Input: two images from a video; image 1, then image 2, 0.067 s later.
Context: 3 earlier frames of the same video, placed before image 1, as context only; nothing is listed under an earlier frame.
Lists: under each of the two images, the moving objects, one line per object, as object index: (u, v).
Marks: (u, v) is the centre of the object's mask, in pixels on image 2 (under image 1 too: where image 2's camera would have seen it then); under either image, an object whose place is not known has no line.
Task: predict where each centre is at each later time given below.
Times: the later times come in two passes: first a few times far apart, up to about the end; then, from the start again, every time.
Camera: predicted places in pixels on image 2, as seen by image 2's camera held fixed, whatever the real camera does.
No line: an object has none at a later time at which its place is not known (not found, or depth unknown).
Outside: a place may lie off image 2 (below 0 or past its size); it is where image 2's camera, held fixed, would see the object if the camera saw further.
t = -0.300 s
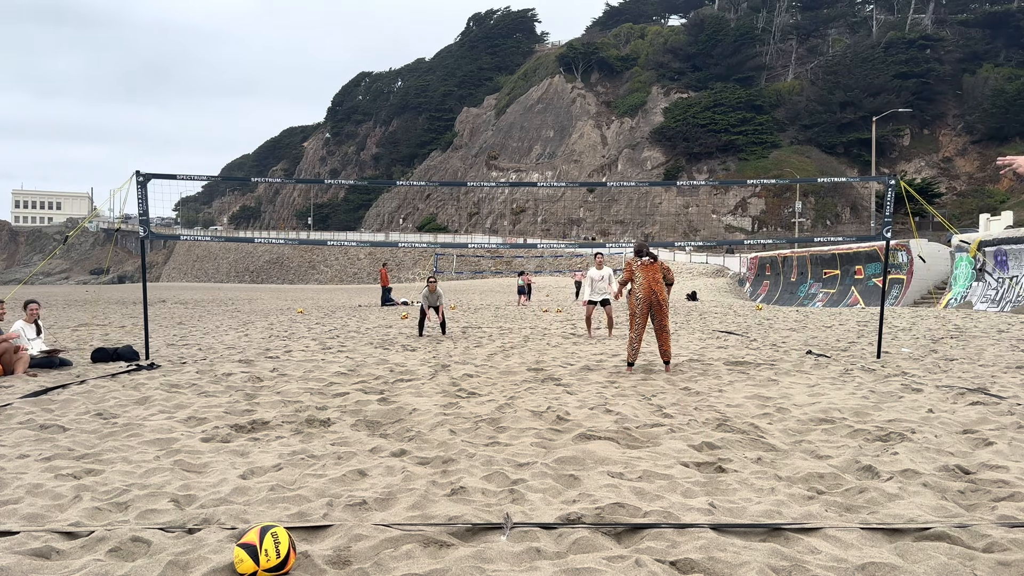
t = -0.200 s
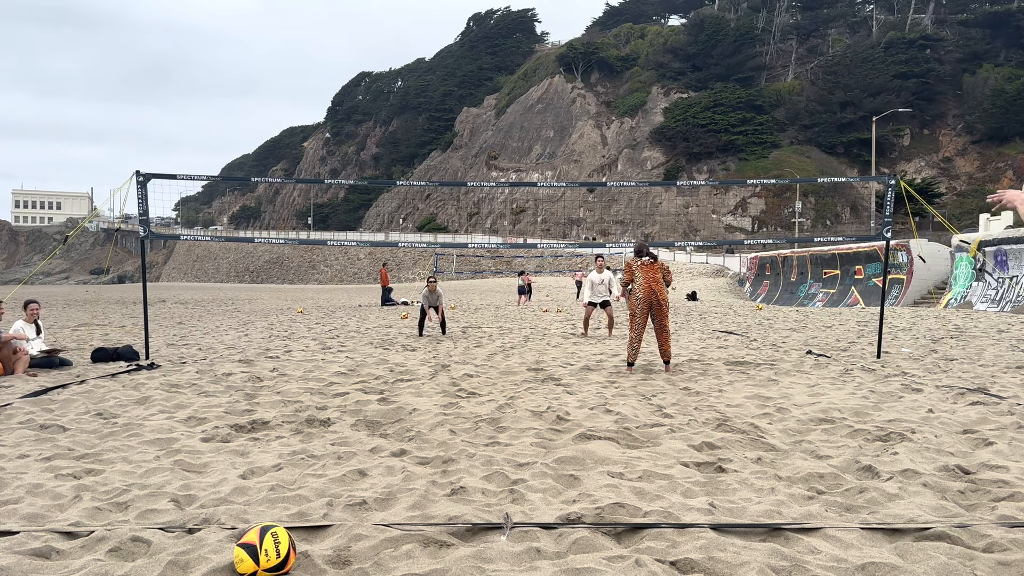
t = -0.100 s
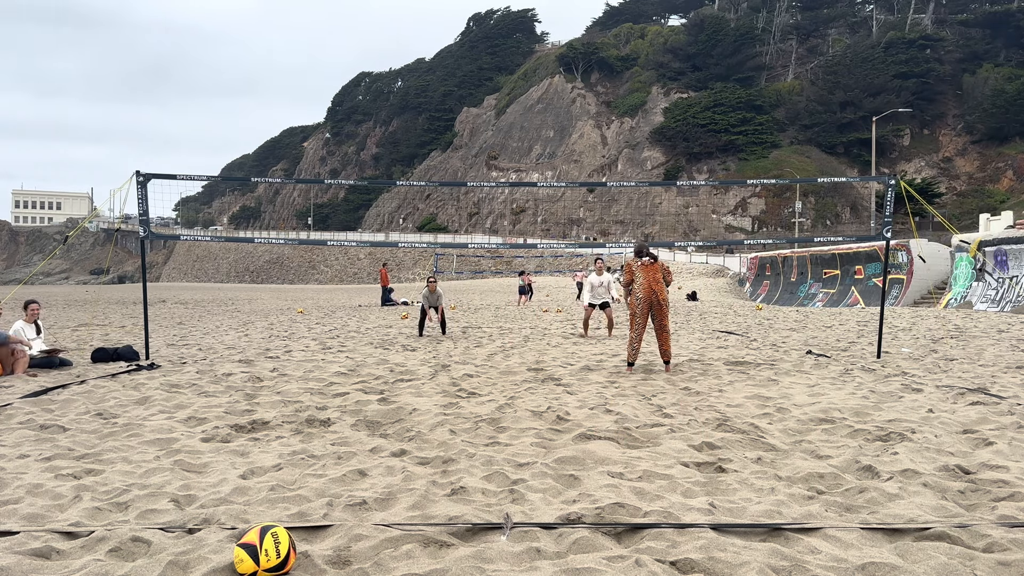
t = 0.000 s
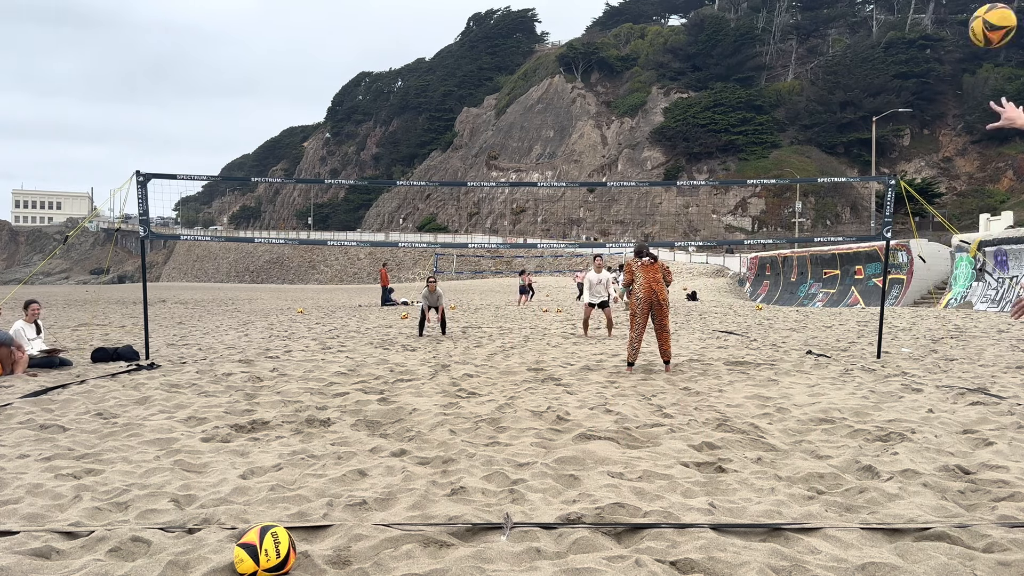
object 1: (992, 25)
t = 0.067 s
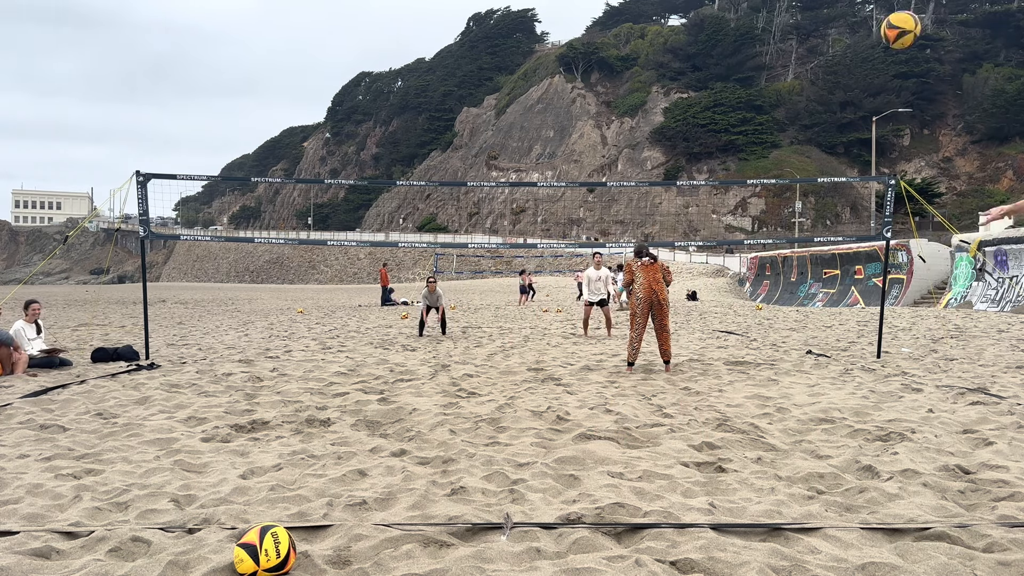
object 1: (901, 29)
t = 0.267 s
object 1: (738, 66)
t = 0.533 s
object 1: (632, 140)
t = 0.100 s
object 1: (864, 34)
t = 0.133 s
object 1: (833, 39)
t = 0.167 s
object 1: (805, 44)
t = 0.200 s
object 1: (780, 50)
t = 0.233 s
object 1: (758, 58)
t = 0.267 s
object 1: (738, 66)
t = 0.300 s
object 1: (720, 74)
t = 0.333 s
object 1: (703, 82)
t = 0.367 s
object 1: (689, 91)
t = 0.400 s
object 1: (675, 100)
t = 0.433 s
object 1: (664, 110)
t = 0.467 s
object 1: (653, 119)
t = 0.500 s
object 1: (642, 130)
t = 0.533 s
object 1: (632, 140)
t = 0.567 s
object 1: (623, 149)
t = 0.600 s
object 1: (615, 159)
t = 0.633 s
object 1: (607, 169)
